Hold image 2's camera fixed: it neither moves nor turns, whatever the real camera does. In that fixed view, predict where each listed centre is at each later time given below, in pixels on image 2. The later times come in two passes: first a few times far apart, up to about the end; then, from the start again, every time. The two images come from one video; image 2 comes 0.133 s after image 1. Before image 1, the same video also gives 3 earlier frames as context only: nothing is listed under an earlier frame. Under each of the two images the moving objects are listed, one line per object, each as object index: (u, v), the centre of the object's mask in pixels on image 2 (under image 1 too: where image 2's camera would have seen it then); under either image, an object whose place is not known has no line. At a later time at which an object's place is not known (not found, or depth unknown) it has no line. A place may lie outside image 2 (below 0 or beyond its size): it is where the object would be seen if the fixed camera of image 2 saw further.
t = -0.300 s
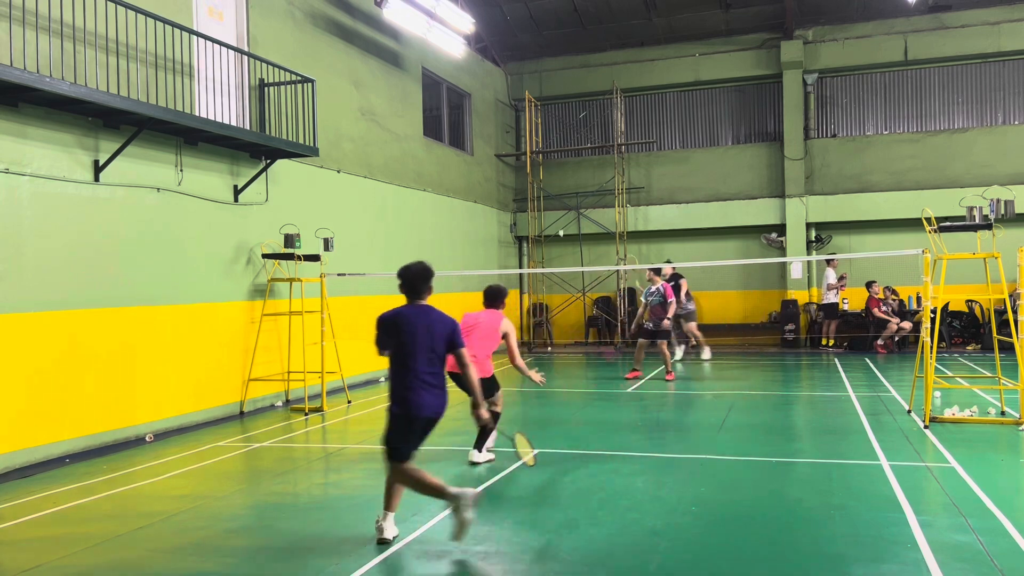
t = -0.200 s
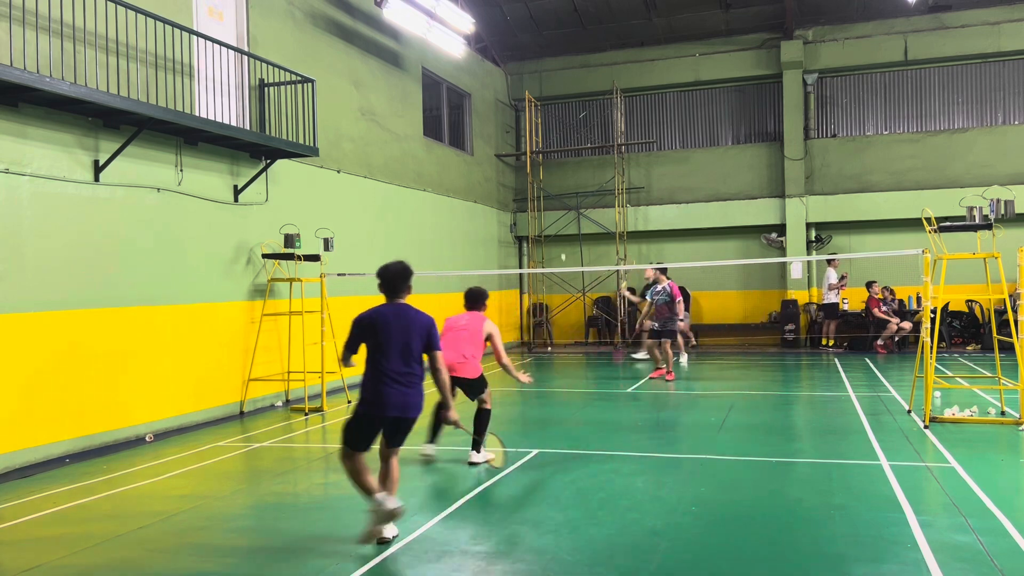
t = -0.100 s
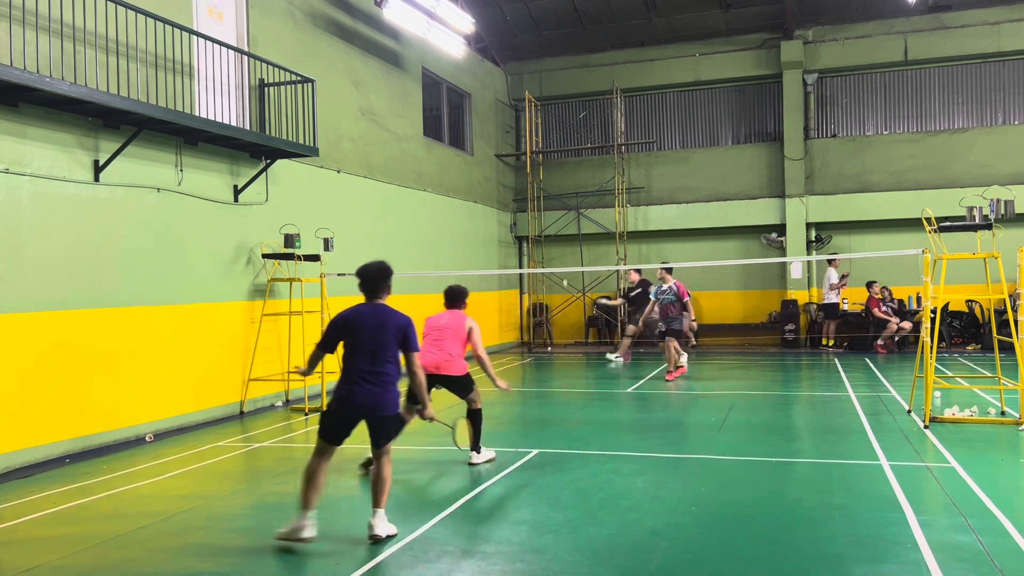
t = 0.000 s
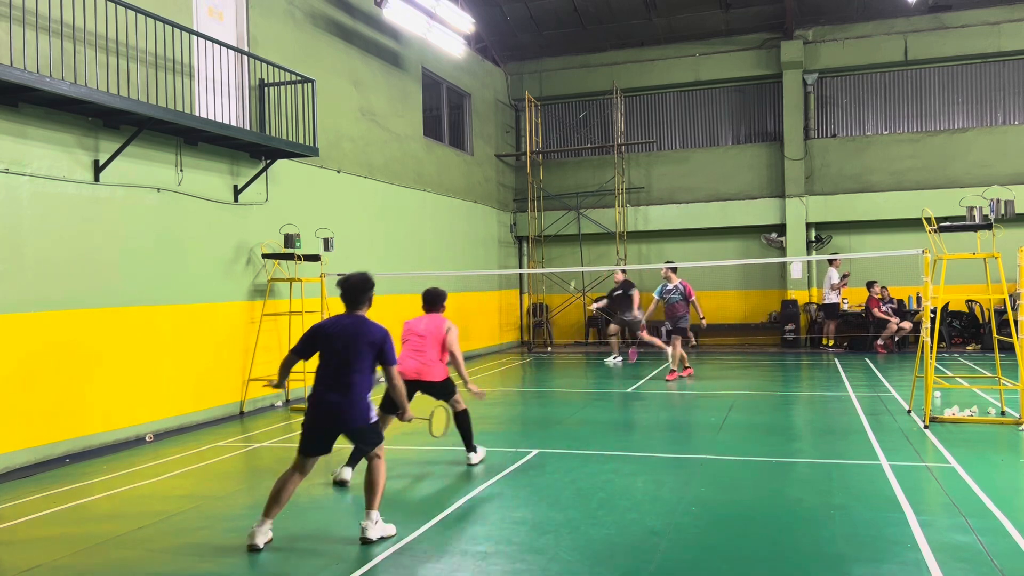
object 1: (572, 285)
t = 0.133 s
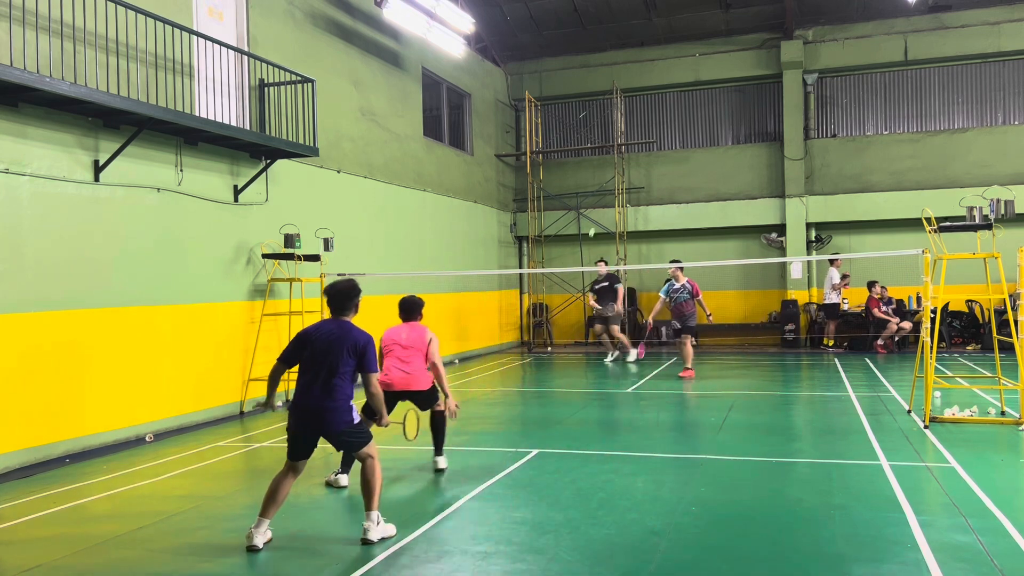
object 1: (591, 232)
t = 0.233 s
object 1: (605, 205)
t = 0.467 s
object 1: (632, 174)
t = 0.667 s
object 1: (655, 186)
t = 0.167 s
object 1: (596, 222)
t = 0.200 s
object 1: (600, 213)
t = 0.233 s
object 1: (605, 205)
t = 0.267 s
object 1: (608, 198)
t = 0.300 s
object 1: (613, 192)
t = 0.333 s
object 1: (617, 187)
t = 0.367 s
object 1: (621, 182)
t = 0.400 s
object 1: (625, 178)
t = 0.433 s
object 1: (629, 176)
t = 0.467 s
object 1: (632, 174)
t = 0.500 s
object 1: (636, 174)
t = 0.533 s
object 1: (640, 174)
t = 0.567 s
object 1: (644, 176)
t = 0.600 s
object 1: (648, 178)
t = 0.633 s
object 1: (652, 182)
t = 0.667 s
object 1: (655, 186)
